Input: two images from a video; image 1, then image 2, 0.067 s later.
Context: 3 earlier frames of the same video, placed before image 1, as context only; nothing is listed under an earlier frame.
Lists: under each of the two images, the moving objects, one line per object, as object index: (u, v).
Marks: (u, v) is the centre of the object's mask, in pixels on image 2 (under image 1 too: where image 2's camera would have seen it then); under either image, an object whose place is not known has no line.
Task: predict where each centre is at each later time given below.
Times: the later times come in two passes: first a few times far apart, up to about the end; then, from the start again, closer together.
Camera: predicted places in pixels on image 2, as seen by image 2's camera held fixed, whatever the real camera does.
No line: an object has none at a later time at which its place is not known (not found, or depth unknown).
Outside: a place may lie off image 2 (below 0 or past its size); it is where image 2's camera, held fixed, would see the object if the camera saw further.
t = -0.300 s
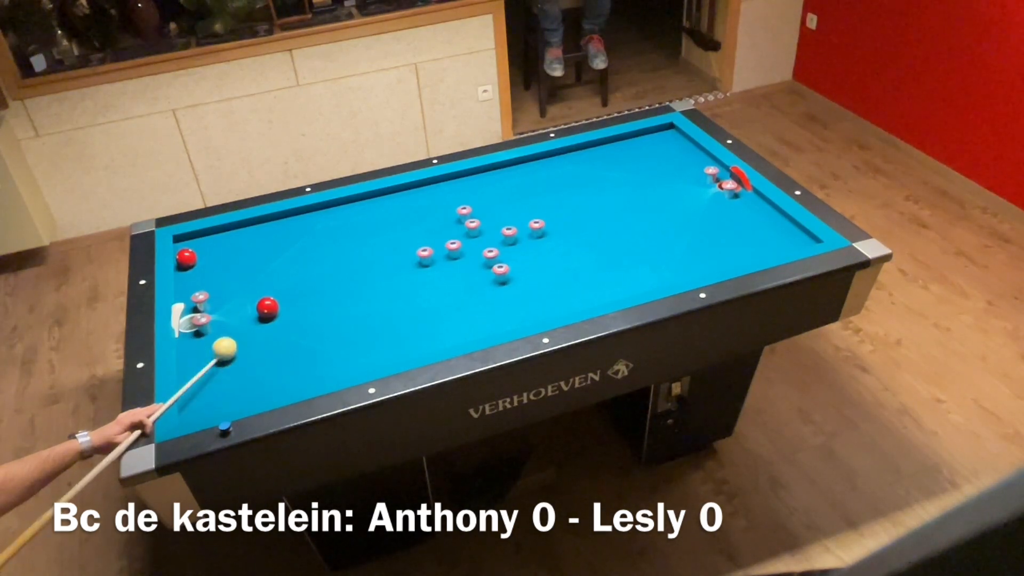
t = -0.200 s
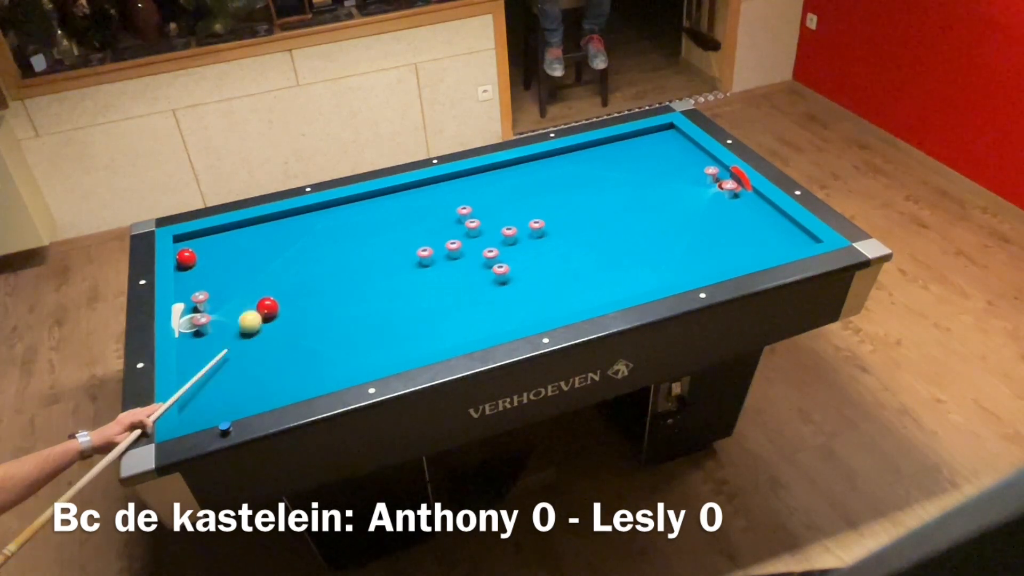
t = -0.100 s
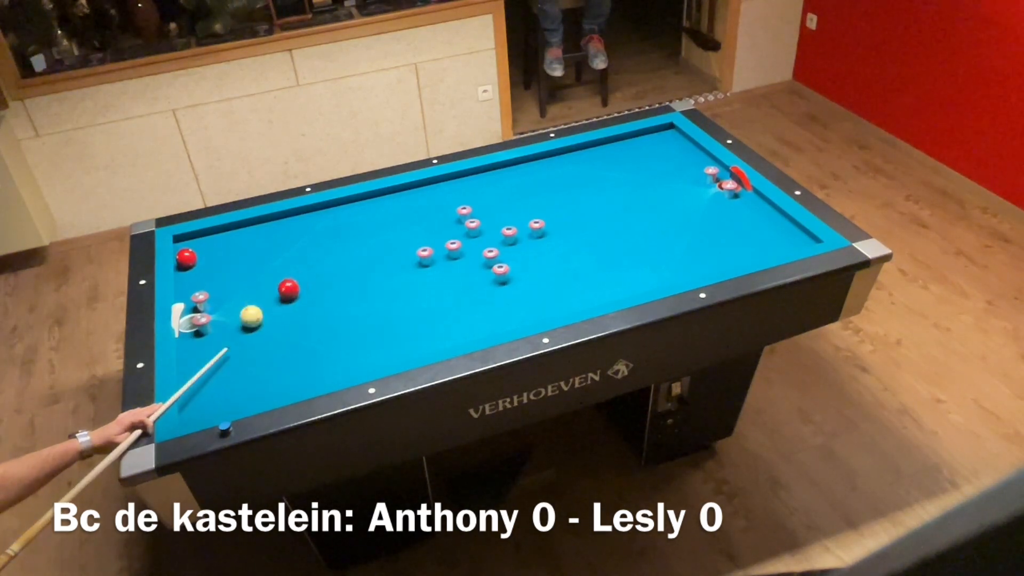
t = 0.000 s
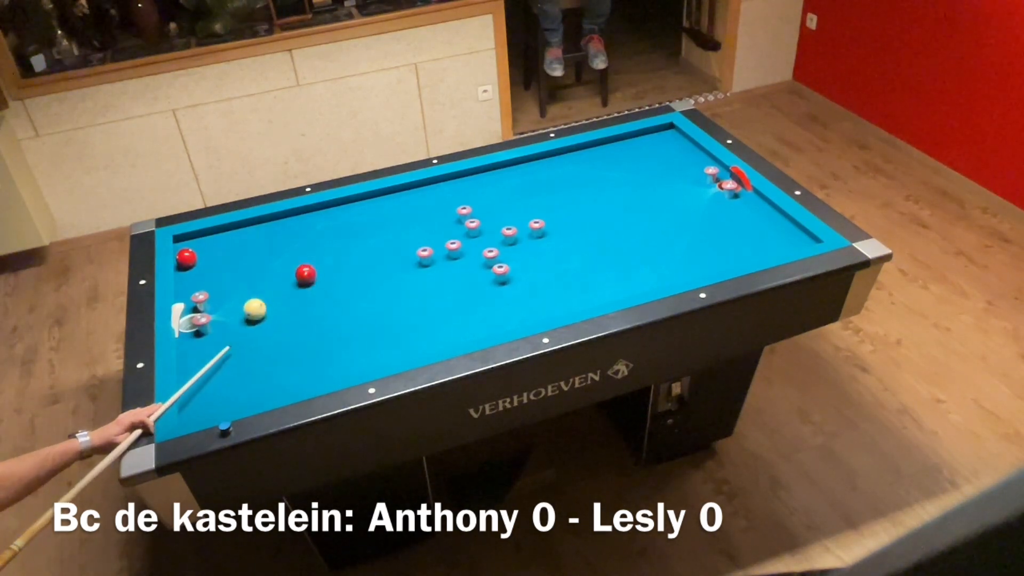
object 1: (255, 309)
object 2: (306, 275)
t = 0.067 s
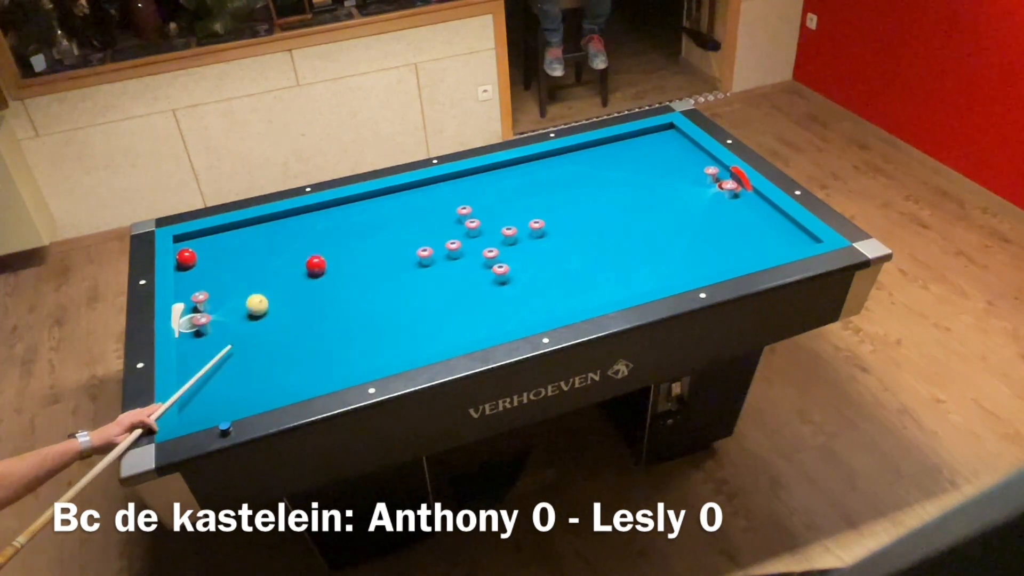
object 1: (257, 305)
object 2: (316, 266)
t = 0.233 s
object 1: (262, 294)
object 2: (340, 243)
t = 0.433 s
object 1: (268, 281)
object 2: (366, 220)
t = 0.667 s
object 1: (275, 268)
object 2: (394, 195)
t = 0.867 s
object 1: (280, 257)
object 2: (417, 192)
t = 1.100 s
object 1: (285, 246)
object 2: (444, 194)
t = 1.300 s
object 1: (289, 237)
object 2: (466, 196)
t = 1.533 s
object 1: (294, 227)
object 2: (491, 200)
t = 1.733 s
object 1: (297, 219)
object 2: (513, 202)
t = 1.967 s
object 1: (302, 213)
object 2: (538, 205)
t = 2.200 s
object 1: (311, 215)
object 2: (563, 207)
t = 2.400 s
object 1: (318, 216)
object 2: (583, 209)
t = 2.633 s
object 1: (326, 218)
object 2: (607, 212)
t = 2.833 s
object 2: (627, 214)
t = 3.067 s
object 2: (650, 217)
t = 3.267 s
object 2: (669, 219)
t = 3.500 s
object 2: (691, 222)
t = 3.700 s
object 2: (710, 224)
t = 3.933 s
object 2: (730, 226)
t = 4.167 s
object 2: (750, 228)
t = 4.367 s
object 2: (767, 230)
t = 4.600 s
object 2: (785, 233)
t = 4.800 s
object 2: (801, 234)
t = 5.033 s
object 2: (799, 238)
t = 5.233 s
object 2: (797, 241)
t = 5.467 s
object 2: (800, 245)
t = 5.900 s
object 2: (785, 244)
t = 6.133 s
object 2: (781, 244)
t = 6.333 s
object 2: (779, 244)
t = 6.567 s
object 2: (777, 244)
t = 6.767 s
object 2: (776, 244)
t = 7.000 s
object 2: (775, 244)
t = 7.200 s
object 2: (775, 244)
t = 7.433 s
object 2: (775, 244)
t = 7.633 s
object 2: (776, 244)
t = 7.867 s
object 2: (775, 244)
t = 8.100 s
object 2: (775, 244)
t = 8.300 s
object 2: (775, 244)
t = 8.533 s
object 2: (776, 244)
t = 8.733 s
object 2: (775, 244)
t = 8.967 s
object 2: (775, 244)
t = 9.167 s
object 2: (775, 244)
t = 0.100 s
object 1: (258, 303)
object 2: (321, 261)
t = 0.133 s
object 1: (259, 300)
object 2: (326, 256)
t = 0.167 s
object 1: (260, 298)
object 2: (331, 252)
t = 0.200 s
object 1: (261, 296)
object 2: (336, 248)
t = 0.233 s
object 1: (262, 294)
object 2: (340, 243)
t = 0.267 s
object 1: (263, 292)
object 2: (345, 240)
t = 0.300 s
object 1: (265, 290)
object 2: (349, 235)
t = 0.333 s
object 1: (265, 287)
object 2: (353, 232)
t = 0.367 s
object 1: (266, 285)
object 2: (358, 228)
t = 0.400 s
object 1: (267, 283)
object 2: (362, 224)
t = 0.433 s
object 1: (268, 281)
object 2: (366, 220)
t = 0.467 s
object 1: (269, 279)
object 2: (371, 217)
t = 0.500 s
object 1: (270, 277)
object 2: (375, 213)
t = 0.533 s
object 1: (271, 275)
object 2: (379, 209)
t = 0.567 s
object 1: (272, 273)
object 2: (383, 206)
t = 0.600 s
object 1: (273, 272)
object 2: (387, 202)
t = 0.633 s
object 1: (274, 270)
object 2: (391, 198)
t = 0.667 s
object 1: (275, 268)
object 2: (394, 195)
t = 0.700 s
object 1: (275, 266)
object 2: (398, 192)
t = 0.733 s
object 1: (276, 264)
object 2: (402, 190)
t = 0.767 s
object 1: (277, 263)
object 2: (406, 191)
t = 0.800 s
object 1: (278, 261)
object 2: (409, 191)
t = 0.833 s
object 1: (279, 259)
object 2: (413, 191)
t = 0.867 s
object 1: (280, 257)
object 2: (417, 192)
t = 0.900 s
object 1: (280, 256)
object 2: (421, 192)
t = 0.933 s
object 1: (281, 254)
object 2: (425, 193)
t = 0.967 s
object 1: (282, 252)
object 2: (428, 193)
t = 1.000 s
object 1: (283, 251)
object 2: (432, 193)
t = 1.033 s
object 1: (283, 249)
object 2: (436, 194)
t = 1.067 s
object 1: (284, 247)
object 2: (440, 194)
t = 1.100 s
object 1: (285, 246)
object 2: (444, 194)
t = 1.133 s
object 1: (286, 244)
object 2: (447, 194)
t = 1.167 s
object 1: (286, 243)
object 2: (451, 195)
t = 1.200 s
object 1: (287, 241)
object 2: (455, 195)
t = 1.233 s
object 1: (288, 240)
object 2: (458, 195)
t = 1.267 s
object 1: (288, 238)
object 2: (462, 196)
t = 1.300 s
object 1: (289, 237)
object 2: (466, 196)
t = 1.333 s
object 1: (290, 236)
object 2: (469, 197)
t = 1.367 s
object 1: (291, 234)
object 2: (473, 197)
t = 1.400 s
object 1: (291, 233)
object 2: (476, 198)
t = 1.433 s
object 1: (292, 231)
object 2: (480, 198)
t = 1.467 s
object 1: (292, 230)
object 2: (484, 199)
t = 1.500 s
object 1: (293, 228)
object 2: (488, 199)
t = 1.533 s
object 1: (294, 227)
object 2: (491, 200)
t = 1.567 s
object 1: (294, 226)
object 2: (495, 200)
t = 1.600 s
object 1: (295, 225)
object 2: (498, 201)
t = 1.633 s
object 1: (295, 223)
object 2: (502, 201)
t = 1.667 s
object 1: (296, 222)
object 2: (506, 201)
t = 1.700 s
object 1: (297, 221)
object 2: (509, 202)
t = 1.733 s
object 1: (297, 219)
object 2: (513, 202)
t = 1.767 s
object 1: (298, 218)
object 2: (517, 203)
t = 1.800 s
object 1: (298, 217)
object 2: (520, 203)
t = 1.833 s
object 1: (299, 216)
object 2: (524, 203)
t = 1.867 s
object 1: (299, 215)
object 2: (527, 203)
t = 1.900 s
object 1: (300, 213)
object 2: (531, 204)
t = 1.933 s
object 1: (301, 213)
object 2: (534, 204)
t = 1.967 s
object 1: (302, 213)
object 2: (538, 205)
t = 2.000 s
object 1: (303, 213)
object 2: (542, 205)
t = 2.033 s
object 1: (305, 214)
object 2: (545, 205)
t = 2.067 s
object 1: (306, 214)
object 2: (549, 206)
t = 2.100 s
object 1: (307, 214)
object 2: (552, 206)
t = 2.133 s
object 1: (309, 214)
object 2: (556, 207)
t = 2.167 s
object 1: (310, 215)
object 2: (559, 207)
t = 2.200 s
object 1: (311, 215)
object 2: (563, 207)
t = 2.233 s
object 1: (312, 215)
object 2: (566, 208)
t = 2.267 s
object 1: (314, 215)
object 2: (569, 208)
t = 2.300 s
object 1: (315, 216)
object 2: (573, 208)
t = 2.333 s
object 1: (316, 216)
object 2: (577, 209)
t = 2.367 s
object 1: (317, 216)
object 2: (580, 209)
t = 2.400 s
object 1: (318, 216)
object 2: (583, 209)
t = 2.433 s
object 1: (320, 217)
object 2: (587, 210)
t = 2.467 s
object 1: (321, 217)
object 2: (590, 210)
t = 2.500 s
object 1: (322, 217)
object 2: (594, 210)
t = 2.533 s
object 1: (323, 217)
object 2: (597, 211)
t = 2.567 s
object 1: (324, 218)
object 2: (600, 211)
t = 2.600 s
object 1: (325, 218)
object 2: (604, 212)
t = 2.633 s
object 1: (326, 218)
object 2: (607, 212)
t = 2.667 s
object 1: (327, 218)
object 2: (611, 213)
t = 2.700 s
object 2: (614, 213)
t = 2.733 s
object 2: (617, 213)
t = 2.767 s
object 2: (621, 214)
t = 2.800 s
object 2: (624, 214)
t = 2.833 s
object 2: (627, 214)
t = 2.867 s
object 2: (631, 215)
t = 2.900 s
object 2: (634, 215)
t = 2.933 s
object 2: (637, 216)
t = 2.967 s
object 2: (641, 216)
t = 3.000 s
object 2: (644, 216)
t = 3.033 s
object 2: (647, 217)
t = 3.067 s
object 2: (650, 217)
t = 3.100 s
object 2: (653, 217)
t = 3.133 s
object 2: (657, 218)
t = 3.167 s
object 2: (660, 218)
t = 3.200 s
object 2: (663, 219)
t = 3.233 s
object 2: (666, 219)
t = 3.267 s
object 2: (669, 219)
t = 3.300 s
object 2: (673, 219)
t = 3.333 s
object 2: (676, 220)
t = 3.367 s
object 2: (679, 220)
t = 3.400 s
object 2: (682, 221)
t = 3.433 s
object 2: (685, 221)
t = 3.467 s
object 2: (688, 221)
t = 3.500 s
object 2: (691, 222)
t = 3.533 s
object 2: (694, 221)
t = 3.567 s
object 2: (697, 222)
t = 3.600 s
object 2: (700, 223)
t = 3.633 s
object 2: (703, 223)
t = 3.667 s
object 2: (706, 223)
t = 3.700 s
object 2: (710, 224)
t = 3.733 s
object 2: (713, 224)
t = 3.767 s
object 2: (716, 224)
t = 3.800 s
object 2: (719, 225)
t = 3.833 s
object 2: (721, 225)
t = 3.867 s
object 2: (724, 225)
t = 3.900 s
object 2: (727, 226)
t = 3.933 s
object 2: (730, 226)
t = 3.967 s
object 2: (733, 226)
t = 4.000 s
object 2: (736, 226)
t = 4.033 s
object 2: (739, 227)
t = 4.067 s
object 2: (742, 227)
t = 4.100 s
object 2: (744, 227)
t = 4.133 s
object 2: (747, 228)
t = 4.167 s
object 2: (750, 228)
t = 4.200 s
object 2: (753, 229)
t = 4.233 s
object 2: (756, 229)
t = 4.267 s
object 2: (758, 229)
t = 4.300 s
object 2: (761, 230)
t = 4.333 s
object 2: (764, 230)
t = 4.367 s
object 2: (767, 230)
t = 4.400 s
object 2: (769, 231)
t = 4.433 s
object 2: (772, 231)
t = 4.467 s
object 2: (775, 231)
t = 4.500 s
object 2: (777, 232)
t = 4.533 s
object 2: (780, 232)
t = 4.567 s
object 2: (783, 232)
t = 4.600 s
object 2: (785, 233)
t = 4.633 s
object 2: (788, 232)
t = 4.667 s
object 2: (790, 233)
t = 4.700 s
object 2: (793, 233)
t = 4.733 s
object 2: (796, 233)
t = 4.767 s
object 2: (798, 233)
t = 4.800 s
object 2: (801, 234)
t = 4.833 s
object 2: (801, 234)
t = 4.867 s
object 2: (801, 235)
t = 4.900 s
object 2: (801, 235)
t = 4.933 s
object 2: (800, 236)
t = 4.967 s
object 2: (800, 237)
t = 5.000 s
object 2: (800, 237)
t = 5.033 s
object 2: (799, 238)
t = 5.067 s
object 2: (799, 239)
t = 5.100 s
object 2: (798, 239)
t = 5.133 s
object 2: (798, 240)
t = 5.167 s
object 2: (798, 240)
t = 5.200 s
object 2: (798, 240)
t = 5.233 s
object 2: (797, 241)
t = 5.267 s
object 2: (797, 241)
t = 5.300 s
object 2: (797, 242)
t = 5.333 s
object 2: (796, 242)
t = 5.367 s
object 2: (796, 243)
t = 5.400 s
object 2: (795, 243)
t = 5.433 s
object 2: (795, 243)
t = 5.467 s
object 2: (800, 245)
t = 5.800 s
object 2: (787, 237)
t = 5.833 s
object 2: (784, 241)
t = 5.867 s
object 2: (786, 244)
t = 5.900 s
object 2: (785, 244)
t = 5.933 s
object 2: (784, 244)
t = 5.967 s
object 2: (784, 243)
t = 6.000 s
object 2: (783, 243)
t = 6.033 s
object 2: (783, 243)
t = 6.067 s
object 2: (782, 244)
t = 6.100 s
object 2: (782, 244)
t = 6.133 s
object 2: (781, 244)
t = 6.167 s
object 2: (781, 244)
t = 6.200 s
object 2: (780, 244)
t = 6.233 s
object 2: (780, 244)
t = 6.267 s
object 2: (779, 244)
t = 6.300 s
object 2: (779, 244)
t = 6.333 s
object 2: (779, 244)
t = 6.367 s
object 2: (779, 244)
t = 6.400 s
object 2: (778, 244)
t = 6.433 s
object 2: (778, 244)
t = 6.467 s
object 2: (778, 244)
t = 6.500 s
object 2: (777, 244)
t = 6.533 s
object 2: (777, 244)
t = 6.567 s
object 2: (777, 244)
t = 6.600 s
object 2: (777, 244)
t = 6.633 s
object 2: (776, 244)
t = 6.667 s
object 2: (776, 244)
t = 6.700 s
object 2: (776, 244)
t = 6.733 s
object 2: (776, 244)
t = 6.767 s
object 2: (776, 244)
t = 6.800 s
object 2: (776, 244)
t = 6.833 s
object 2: (776, 244)
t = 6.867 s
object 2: (775, 244)
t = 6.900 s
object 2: (775, 244)
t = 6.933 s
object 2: (775, 244)
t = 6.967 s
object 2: (775, 244)
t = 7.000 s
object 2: (775, 244)
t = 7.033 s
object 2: (775, 244)
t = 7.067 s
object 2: (775, 244)
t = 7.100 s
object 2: (775, 244)
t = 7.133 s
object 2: (775, 244)
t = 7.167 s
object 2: (775, 244)
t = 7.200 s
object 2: (775, 244)
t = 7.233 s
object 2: (775, 244)
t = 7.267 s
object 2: (775, 244)
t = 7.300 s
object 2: (775, 244)
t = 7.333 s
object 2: (775, 244)
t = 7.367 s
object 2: (775, 244)
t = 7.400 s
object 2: (775, 244)
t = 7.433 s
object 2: (775, 244)
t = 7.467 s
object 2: (775, 244)
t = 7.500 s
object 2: (775, 244)
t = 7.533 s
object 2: (775, 244)
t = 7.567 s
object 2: (775, 244)
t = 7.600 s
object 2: (776, 244)
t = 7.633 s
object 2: (776, 244)
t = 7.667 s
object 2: (776, 244)
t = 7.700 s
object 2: (775, 244)
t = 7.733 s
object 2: (776, 244)
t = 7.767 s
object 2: (776, 244)
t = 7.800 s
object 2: (775, 244)
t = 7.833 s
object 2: (775, 244)
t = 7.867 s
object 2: (775, 244)
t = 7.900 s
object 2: (775, 244)
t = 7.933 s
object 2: (775, 244)
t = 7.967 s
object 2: (775, 244)
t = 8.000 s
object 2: (775, 244)
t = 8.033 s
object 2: (775, 244)
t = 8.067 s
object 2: (775, 244)
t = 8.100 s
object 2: (775, 244)
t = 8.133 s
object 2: (775, 244)
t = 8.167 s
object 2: (775, 244)
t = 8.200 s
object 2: (775, 244)
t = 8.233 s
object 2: (776, 244)
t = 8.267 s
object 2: (776, 244)
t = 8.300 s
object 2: (775, 244)
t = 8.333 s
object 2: (775, 244)
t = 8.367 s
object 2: (775, 244)
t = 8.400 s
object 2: (775, 244)
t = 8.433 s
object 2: (776, 244)
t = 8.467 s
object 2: (775, 244)
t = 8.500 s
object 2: (775, 244)
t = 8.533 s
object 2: (776, 244)
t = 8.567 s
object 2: (775, 244)
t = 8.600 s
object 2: (775, 244)
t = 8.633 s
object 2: (775, 244)
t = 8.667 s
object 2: (776, 244)
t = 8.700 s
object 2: (776, 244)
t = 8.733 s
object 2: (775, 244)
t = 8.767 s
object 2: (775, 244)
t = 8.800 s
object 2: (775, 244)
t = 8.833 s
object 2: (775, 244)
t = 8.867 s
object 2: (775, 244)
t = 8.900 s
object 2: (775, 244)
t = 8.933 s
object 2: (775, 244)
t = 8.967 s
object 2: (775, 244)
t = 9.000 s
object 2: (775, 244)
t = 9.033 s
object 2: (775, 244)
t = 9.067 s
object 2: (775, 244)
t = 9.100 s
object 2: (775, 244)
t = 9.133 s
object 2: (775, 244)
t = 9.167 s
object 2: (775, 244)
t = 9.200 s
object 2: (775, 244)
